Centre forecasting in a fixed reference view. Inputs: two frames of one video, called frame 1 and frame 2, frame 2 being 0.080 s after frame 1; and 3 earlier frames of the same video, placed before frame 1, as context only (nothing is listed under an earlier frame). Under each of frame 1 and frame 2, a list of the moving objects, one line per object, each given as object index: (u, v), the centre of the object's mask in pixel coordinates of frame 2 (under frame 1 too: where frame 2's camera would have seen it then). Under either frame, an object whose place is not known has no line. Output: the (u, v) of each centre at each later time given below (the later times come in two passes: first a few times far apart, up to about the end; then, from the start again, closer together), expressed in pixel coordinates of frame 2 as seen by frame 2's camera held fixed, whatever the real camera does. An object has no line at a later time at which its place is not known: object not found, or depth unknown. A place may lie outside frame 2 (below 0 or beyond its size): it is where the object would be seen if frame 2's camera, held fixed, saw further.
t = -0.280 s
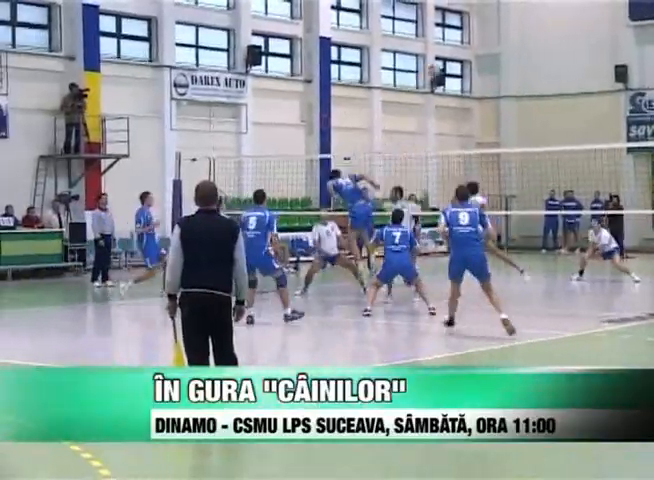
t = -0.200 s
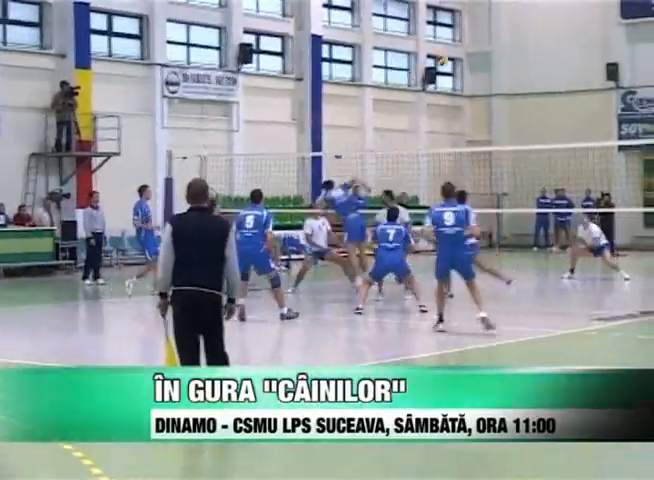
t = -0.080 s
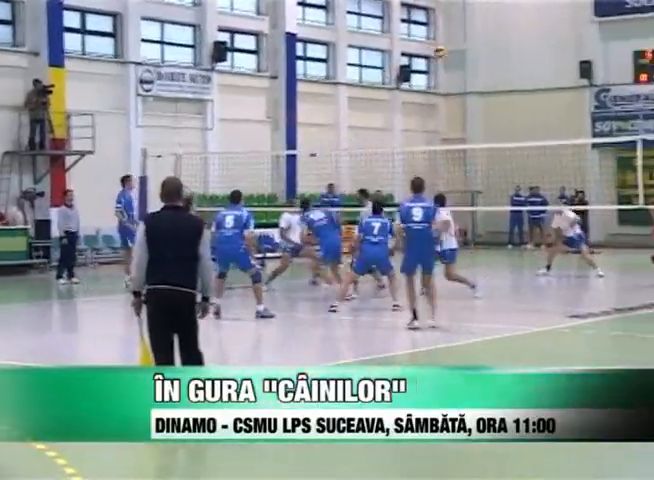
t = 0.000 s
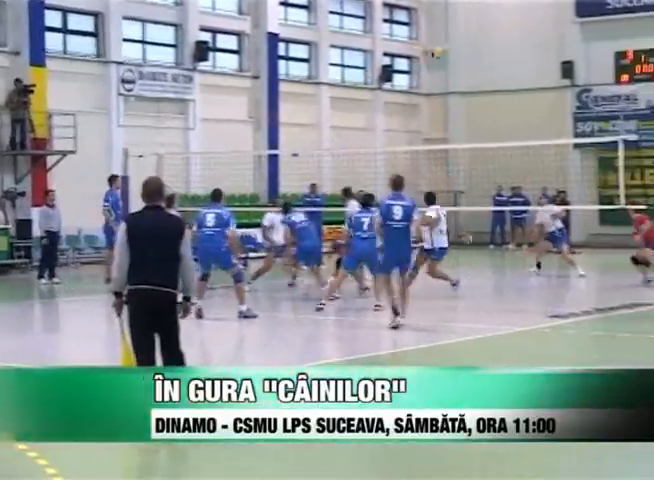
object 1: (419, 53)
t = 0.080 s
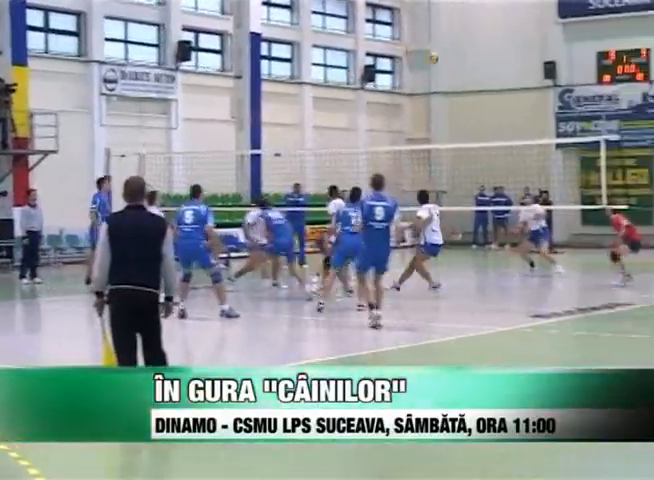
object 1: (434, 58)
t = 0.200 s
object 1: (452, 70)
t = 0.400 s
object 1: (482, 108)
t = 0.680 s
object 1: (518, 185)
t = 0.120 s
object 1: (439, 61)
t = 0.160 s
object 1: (446, 65)
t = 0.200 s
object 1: (452, 70)
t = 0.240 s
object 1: (459, 76)
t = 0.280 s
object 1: (465, 82)
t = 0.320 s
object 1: (471, 88)
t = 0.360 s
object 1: (477, 96)
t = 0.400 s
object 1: (482, 108)
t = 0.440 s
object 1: (487, 116)
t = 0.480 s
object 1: (492, 126)
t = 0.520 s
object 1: (497, 134)
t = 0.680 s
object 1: (518, 185)
